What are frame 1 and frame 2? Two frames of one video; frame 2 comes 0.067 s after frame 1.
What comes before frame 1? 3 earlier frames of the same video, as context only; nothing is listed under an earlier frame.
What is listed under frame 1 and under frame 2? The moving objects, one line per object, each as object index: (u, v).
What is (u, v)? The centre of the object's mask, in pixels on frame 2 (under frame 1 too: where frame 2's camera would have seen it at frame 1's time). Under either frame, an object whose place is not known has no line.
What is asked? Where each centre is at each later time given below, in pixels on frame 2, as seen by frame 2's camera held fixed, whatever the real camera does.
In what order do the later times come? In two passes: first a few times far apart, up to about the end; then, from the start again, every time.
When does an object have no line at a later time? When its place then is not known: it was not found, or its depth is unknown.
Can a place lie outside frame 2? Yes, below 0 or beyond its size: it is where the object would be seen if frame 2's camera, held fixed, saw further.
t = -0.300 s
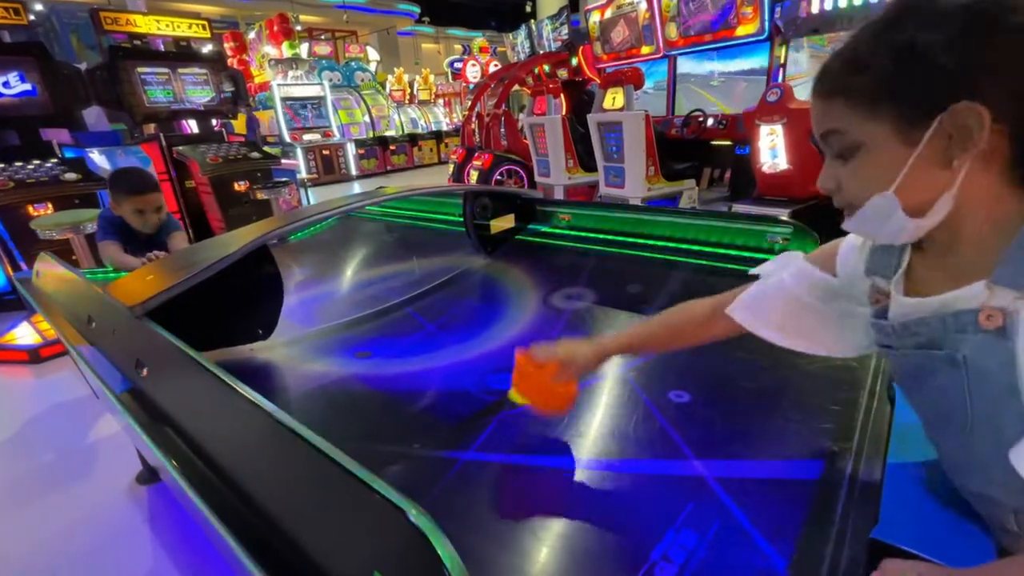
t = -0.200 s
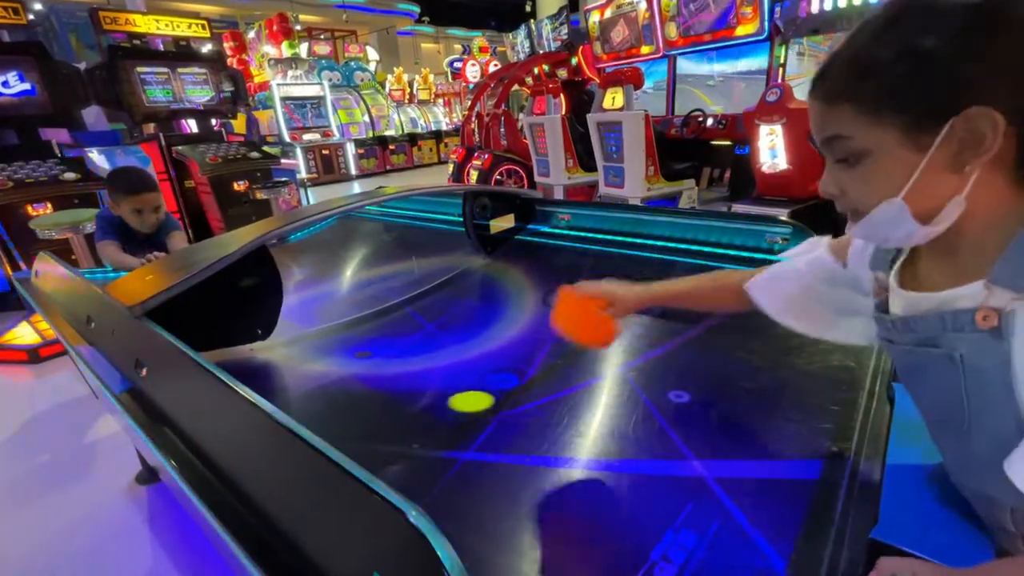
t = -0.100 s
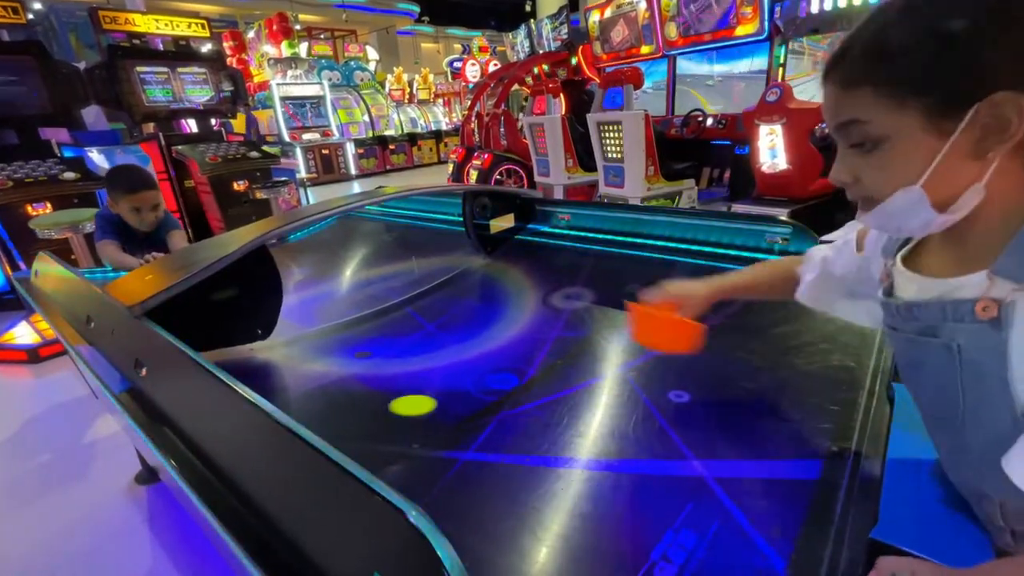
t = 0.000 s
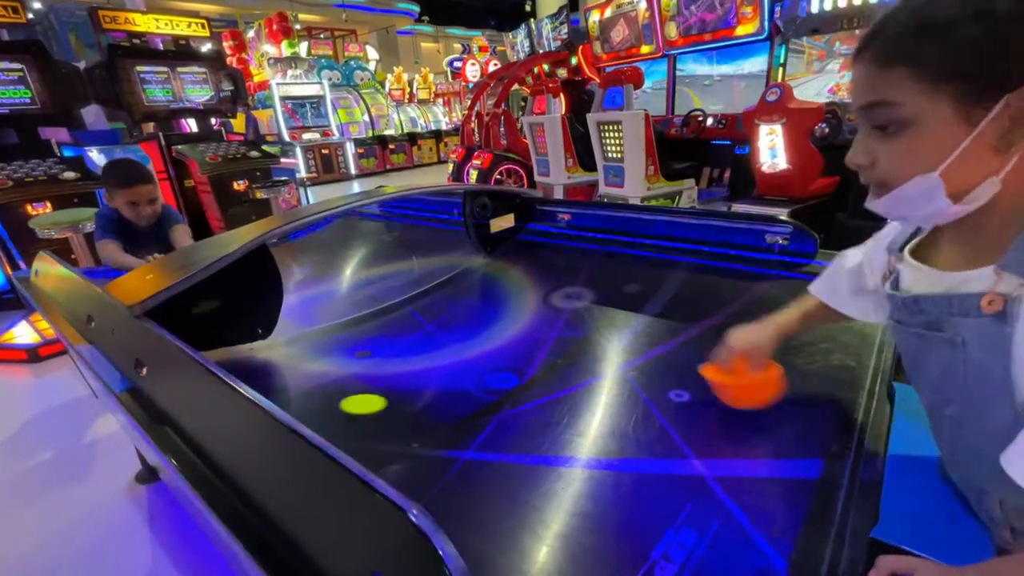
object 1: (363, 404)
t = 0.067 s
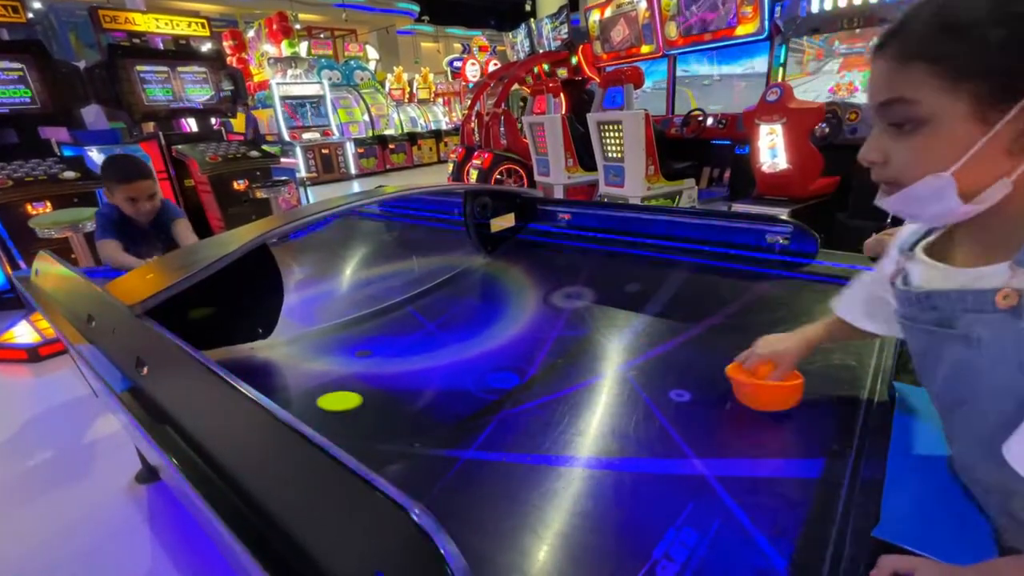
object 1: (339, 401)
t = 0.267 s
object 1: (313, 389)
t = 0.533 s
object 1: (335, 374)
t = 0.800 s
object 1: (367, 360)
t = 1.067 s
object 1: (400, 347)
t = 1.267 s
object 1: (430, 333)
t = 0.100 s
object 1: (330, 399)
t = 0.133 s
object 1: (323, 398)
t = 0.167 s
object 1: (318, 396)
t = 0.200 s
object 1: (315, 393)
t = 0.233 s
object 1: (313, 391)
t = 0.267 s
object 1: (313, 389)
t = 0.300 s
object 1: (313, 388)
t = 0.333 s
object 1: (315, 385)
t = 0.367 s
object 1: (317, 383)
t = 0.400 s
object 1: (320, 381)
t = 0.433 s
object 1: (324, 379)
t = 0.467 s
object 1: (328, 377)
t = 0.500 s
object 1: (332, 375)
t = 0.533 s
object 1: (335, 374)
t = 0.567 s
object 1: (340, 372)
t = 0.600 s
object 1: (344, 370)
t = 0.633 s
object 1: (348, 369)
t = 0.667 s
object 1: (352, 367)
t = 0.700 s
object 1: (356, 365)
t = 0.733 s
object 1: (360, 364)
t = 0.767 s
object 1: (363, 362)
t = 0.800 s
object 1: (367, 360)
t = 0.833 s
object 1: (371, 359)
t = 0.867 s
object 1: (375, 358)
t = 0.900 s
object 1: (378, 356)
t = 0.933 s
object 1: (382, 355)
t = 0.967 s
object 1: (386, 353)
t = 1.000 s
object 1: (391, 351)
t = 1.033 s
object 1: (395, 349)
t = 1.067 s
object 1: (400, 347)
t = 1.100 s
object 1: (404, 345)
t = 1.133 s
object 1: (410, 343)
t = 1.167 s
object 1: (415, 341)
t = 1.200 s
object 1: (419, 338)
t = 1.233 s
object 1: (424, 336)
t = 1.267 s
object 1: (430, 333)
